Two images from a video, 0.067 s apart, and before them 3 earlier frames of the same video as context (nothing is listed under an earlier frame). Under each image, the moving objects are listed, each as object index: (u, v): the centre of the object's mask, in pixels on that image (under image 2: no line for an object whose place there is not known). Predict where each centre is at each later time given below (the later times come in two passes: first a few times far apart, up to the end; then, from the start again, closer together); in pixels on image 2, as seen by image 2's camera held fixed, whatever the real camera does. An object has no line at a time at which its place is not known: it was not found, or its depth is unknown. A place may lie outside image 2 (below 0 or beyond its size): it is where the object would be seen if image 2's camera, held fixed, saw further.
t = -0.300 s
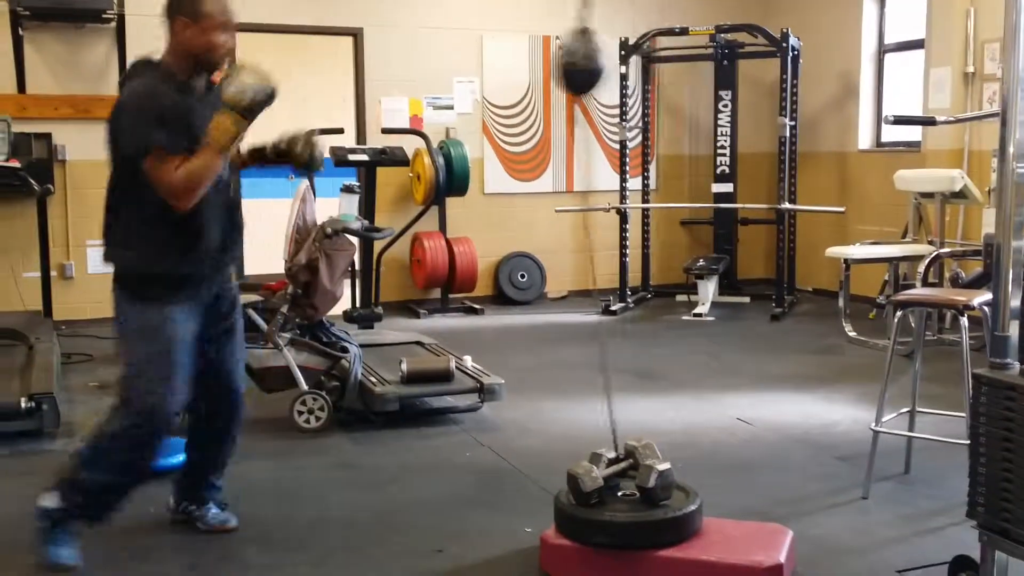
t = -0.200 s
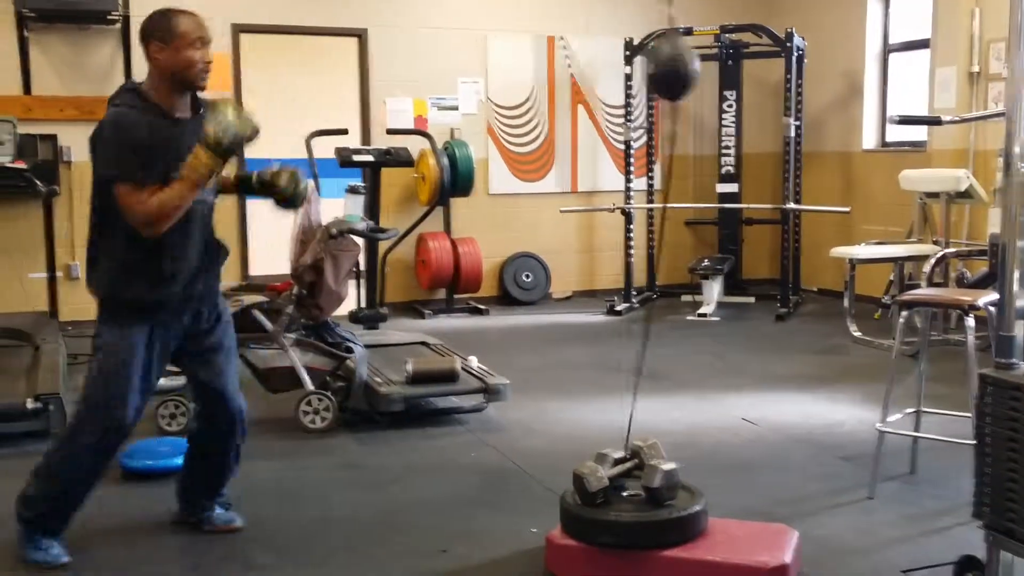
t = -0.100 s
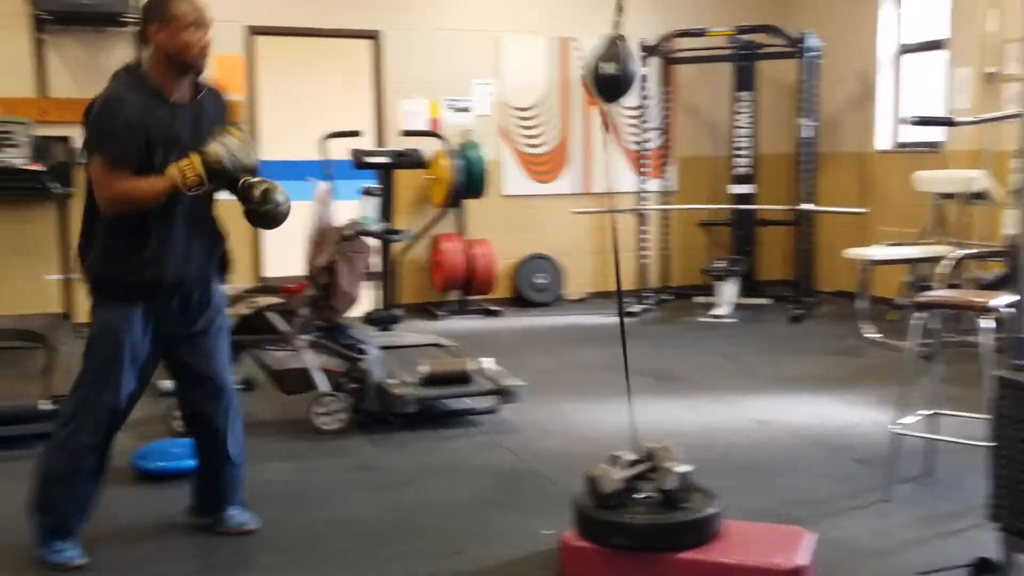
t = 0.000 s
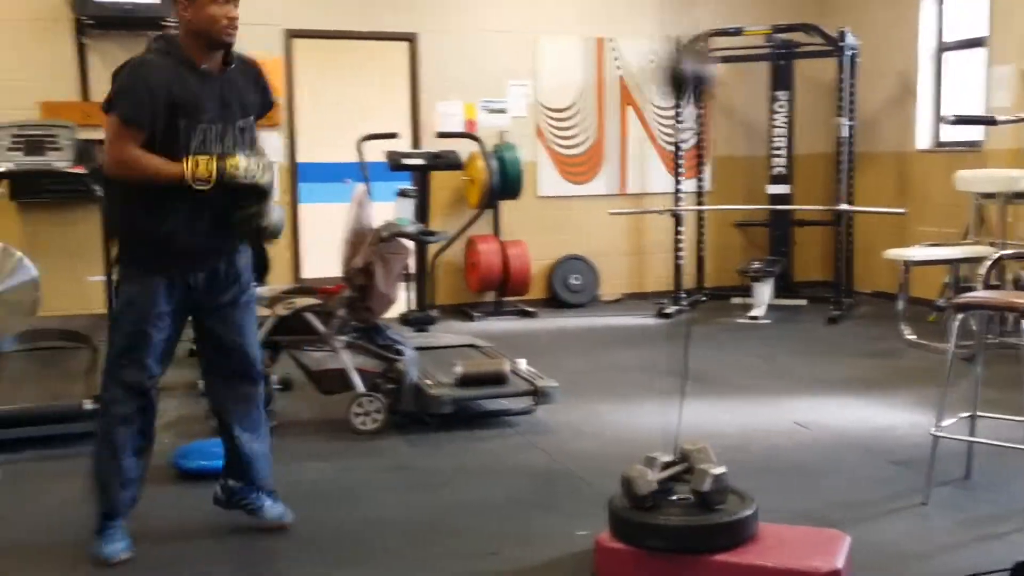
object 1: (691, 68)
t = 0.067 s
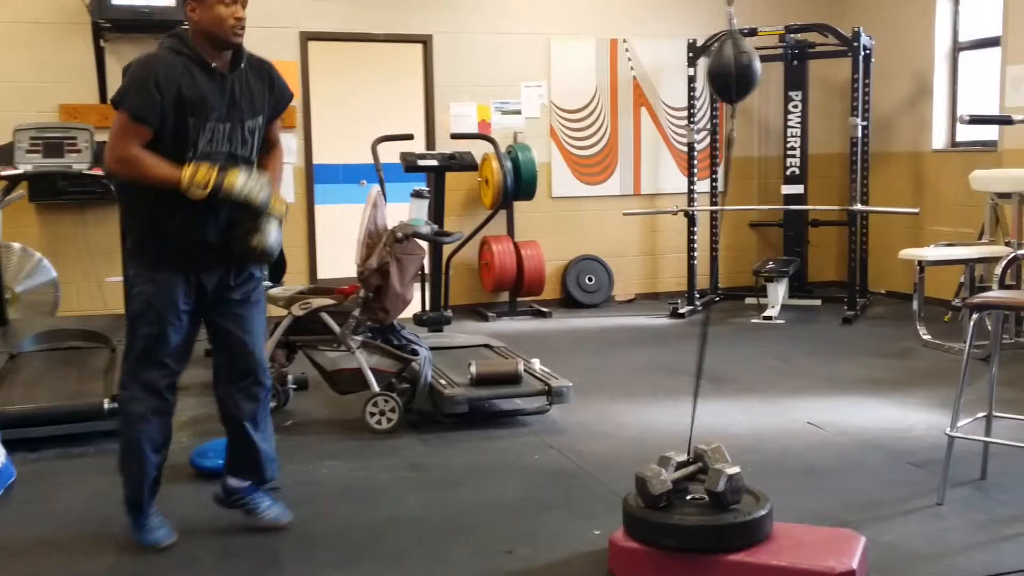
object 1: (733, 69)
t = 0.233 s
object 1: (685, 66)
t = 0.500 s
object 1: (699, 68)
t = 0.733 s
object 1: (683, 69)
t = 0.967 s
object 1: (668, 71)
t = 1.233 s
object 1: (681, 71)
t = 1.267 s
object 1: (705, 71)
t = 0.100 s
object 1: (720, 72)
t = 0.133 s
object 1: (684, 69)
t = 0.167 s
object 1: (656, 70)
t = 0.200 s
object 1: (654, 68)
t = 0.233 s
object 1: (685, 66)
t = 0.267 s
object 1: (715, 70)
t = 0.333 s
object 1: (728, 68)
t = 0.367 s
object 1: (703, 69)
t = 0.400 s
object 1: (670, 71)
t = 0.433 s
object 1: (655, 69)
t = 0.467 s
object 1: (667, 69)
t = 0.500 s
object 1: (699, 68)
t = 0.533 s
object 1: (722, 70)
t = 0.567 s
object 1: (727, 69)
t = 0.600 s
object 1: (717, 70)
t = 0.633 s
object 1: (689, 71)
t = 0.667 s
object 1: (661, 70)
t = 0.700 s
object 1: (658, 69)
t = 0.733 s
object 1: (683, 69)
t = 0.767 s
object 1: (708, 70)
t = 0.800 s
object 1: (721, 70)
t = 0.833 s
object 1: (719, 70)
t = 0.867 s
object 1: (702, 71)
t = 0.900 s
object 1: (673, 72)
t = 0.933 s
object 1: (660, 71)
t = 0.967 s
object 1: (668, 71)
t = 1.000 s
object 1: (697, 69)
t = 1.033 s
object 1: (717, 71)
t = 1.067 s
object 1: (722, 69)
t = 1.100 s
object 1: (713, 71)
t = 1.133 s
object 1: (692, 71)
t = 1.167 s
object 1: (666, 71)
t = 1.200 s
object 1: (664, 71)
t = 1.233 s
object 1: (681, 71)
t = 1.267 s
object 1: (705, 71)
